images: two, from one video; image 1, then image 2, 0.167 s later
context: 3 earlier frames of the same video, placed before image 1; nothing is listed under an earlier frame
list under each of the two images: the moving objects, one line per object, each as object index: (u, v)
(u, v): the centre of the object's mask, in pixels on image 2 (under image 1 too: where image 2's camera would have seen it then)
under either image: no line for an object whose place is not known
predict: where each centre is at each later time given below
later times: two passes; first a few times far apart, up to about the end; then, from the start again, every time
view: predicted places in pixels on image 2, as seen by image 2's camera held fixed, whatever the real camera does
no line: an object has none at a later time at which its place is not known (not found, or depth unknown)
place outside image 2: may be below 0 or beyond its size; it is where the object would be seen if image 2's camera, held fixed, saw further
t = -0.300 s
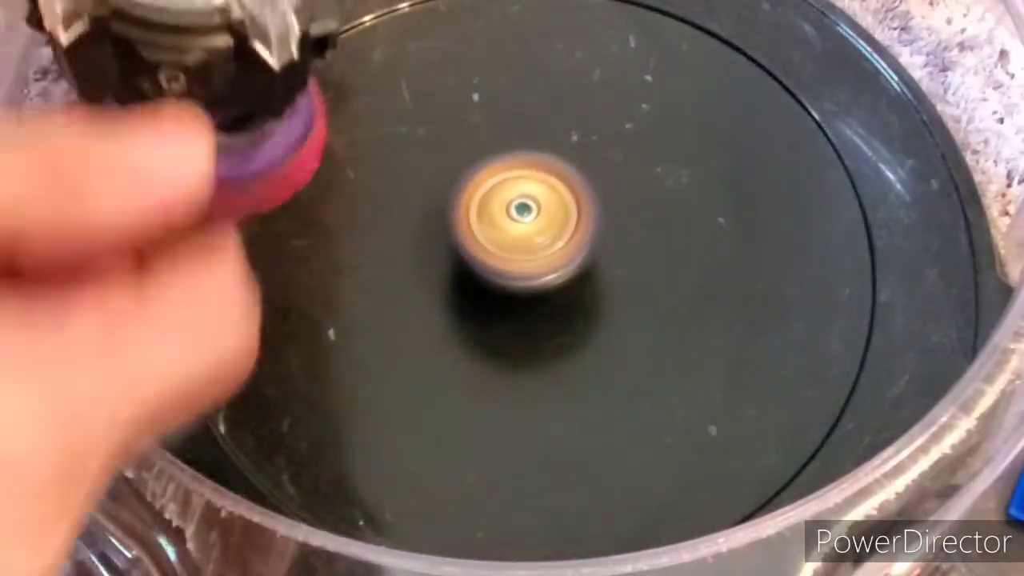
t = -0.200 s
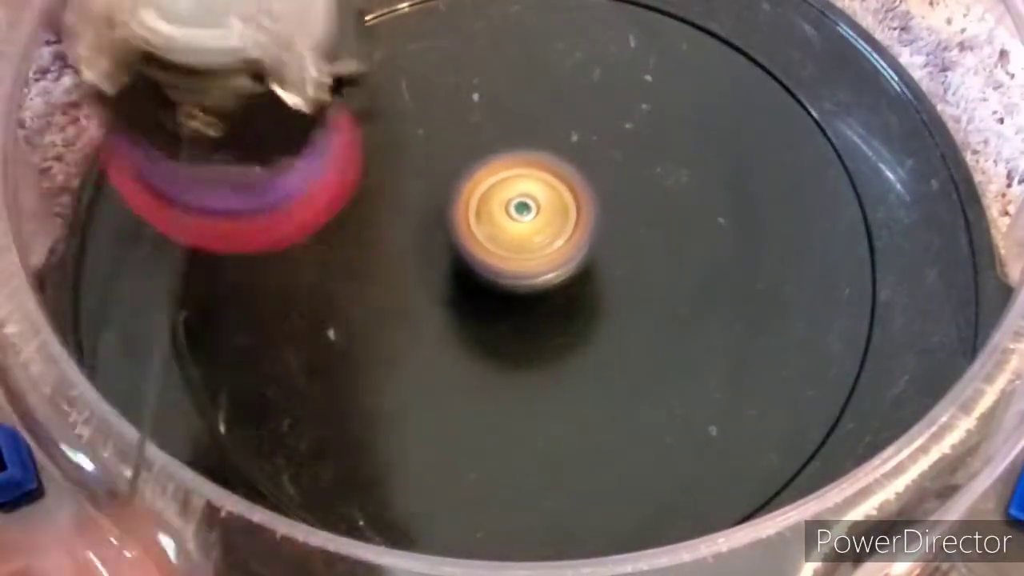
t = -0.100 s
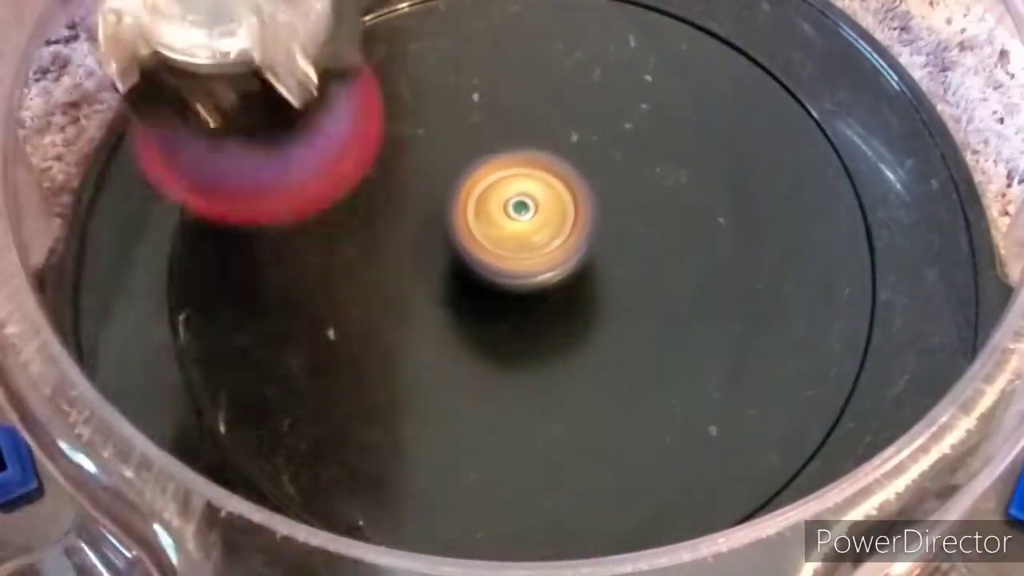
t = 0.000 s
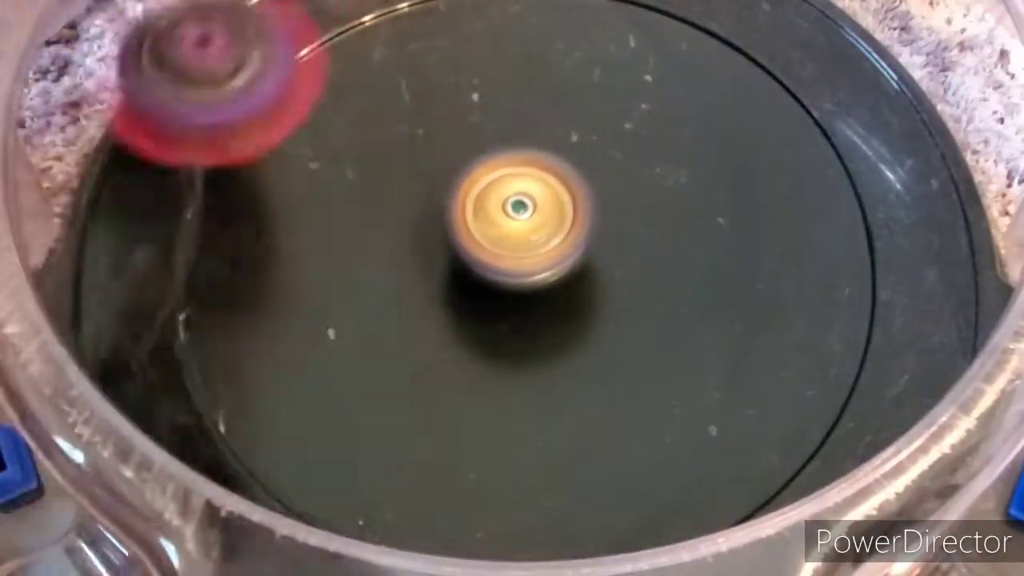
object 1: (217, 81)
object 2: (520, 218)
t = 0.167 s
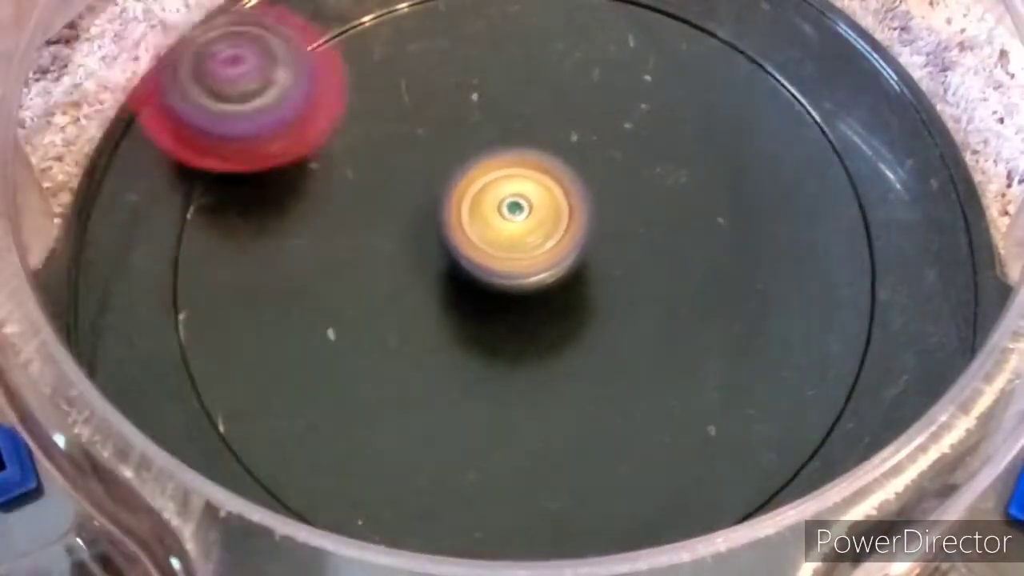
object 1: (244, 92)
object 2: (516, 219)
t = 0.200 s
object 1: (262, 97)
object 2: (515, 220)
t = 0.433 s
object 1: (444, 142)
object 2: (557, 298)
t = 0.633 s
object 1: (569, 152)
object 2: (571, 326)
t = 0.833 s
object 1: (576, 141)
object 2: (568, 294)
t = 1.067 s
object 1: (500, 123)
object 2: (543, 265)
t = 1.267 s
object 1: (534, 147)
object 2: (501, 298)
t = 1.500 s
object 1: (627, 192)
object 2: (471, 280)
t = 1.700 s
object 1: (647, 200)
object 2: (463, 226)
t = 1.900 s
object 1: (638, 211)
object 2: (457, 187)
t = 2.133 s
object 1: (628, 239)
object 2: (467, 167)
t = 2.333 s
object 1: (607, 268)
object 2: (474, 161)
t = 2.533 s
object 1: (580, 299)
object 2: (488, 161)
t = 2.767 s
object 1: (533, 331)
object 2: (510, 170)
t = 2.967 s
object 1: (489, 342)
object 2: (527, 184)
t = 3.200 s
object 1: (444, 324)
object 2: (556, 198)
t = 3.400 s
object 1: (418, 282)
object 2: (581, 209)
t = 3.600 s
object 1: (410, 235)
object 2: (589, 222)
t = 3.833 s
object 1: (406, 206)
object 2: (577, 233)
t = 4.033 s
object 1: (409, 193)
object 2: (573, 244)
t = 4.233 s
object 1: (420, 186)
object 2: (569, 259)
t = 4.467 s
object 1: (454, 158)
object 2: (561, 271)
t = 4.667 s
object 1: (478, 133)
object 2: (532, 270)
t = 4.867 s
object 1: (485, 128)
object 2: (517, 267)
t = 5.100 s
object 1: (483, 132)
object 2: (516, 269)
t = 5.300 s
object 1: (490, 140)
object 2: (523, 277)
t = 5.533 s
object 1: (520, 154)
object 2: (534, 298)
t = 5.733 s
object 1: (555, 159)
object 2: (523, 303)
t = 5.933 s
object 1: (563, 158)
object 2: (498, 295)
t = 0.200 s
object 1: (262, 97)
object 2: (515, 220)
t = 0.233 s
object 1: (288, 109)
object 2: (515, 220)
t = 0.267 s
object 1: (316, 126)
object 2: (515, 221)
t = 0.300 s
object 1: (348, 142)
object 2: (514, 221)
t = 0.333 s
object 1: (371, 151)
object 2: (520, 231)
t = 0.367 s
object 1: (396, 146)
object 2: (535, 260)
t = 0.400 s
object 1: (419, 142)
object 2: (547, 281)
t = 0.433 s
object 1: (444, 142)
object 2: (557, 298)
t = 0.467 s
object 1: (469, 144)
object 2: (564, 311)
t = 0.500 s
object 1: (493, 147)
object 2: (568, 319)
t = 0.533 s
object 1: (515, 150)
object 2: (570, 325)
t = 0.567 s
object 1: (535, 151)
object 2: (571, 327)
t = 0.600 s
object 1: (553, 152)
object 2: (571, 328)
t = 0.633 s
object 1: (569, 152)
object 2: (571, 326)
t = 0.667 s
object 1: (579, 151)
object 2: (571, 323)
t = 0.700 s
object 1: (584, 150)
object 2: (571, 319)
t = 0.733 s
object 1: (586, 148)
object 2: (571, 313)
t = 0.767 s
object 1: (586, 146)
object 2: (570, 307)
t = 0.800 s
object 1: (582, 144)
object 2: (570, 301)
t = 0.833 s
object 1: (576, 141)
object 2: (568, 294)
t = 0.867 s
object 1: (567, 137)
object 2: (567, 288)
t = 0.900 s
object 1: (559, 131)
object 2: (562, 284)
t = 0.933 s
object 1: (547, 126)
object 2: (558, 281)
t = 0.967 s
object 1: (534, 122)
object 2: (553, 277)
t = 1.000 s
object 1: (521, 120)
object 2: (550, 273)
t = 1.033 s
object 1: (509, 121)
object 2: (547, 267)
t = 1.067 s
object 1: (500, 123)
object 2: (543, 265)
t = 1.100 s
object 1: (498, 124)
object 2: (536, 269)
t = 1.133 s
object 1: (498, 125)
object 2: (530, 274)
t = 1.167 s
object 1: (502, 130)
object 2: (524, 277)
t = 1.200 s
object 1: (508, 136)
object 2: (517, 283)
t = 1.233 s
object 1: (520, 141)
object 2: (509, 292)
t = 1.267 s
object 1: (534, 147)
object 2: (501, 298)
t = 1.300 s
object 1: (549, 155)
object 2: (495, 302)
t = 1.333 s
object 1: (564, 163)
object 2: (488, 303)
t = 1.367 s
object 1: (579, 170)
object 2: (483, 301)
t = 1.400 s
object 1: (593, 177)
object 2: (479, 299)
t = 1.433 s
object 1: (606, 183)
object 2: (475, 294)
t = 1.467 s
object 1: (618, 188)
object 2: (473, 287)
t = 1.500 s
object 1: (627, 192)
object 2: (471, 280)
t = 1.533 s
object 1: (635, 194)
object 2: (472, 271)
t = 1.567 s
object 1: (640, 195)
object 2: (473, 262)
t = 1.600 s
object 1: (642, 196)
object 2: (474, 253)
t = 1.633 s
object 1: (643, 197)
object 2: (473, 243)
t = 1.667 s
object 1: (646, 198)
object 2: (468, 234)
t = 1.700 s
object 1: (647, 200)
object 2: (463, 226)
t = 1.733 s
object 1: (647, 201)
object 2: (461, 218)
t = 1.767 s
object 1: (646, 203)
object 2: (461, 212)
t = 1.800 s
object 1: (642, 204)
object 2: (462, 206)
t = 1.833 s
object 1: (641, 206)
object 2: (460, 199)
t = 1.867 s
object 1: (640, 208)
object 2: (457, 193)
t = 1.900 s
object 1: (638, 211)
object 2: (457, 187)
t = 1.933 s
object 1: (637, 215)
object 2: (457, 183)
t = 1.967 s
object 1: (634, 218)
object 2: (459, 179)
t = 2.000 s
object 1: (633, 222)
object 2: (461, 175)
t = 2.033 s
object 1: (633, 228)
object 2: (460, 171)
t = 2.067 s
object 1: (633, 232)
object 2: (461, 169)
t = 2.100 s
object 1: (631, 236)
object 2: (464, 168)
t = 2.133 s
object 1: (628, 239)
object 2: (467, 167)
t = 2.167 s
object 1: (626, 244)
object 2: (468, 165)
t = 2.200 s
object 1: (623, 248)
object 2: (468, 163)
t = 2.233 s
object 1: (620, 252)
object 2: (469, 162)
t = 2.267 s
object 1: (616, 257)
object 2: (471, 162)
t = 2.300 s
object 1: (611, 261)
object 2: (473, 162)
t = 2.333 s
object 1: (607, 268)
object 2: (474, 161)
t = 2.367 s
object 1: (603, 273)
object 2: (476, 159)
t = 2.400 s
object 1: (598, 278)
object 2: (477, 160)
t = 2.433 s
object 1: (593, 282)
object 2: (480, 161)
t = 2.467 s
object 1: (589, 288)
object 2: (483, 161)
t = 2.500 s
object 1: (585, 294)
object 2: (486, 161)
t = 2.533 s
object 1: (580, 299)
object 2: (488, 161)
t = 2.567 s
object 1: (575, 304)
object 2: (491, 162)
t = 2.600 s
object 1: (569, 309)
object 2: (494, 164)
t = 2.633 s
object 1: (562, 313)
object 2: (498, 165)
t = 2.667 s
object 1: (555, 317)
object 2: (500, 168)
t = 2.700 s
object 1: (548, 322)
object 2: (503, 169)
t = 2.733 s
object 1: (541, 327)
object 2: (507, 169)
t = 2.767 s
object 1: (533, 331)
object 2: (510, 170)
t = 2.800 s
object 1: (525, 333)
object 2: (513, 173)
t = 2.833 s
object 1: (518, 336)
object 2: (515, 176)
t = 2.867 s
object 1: (511, 338)
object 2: (516, 179)
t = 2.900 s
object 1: (503, 340)
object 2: (520, 181)
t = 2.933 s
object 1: (495, 342)
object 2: (523, 182)
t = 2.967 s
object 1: (489, 342)
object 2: (527, 184)
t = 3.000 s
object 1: (481, 341)
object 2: (530, 186)
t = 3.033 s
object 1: (475, 340)
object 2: (534, 189)
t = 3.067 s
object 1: (468, 338)
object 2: (538, 191)
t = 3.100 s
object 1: (461, 336)
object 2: (543, 192)
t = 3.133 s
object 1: (455, 333)
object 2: (547, 194)
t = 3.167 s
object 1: (449, 328)
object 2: (551, 196)
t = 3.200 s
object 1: (444, 324)
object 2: (556, 198)
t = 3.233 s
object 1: (438, 319)
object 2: (560, 200)
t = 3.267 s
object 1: (434, 313)
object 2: (564, 201)
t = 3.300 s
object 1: (429, 306)
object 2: (568, 203)
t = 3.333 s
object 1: (425, 299)
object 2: (573, 206)
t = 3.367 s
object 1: (421, 290)
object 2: (577, 207)
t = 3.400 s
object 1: (418, 282)
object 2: (581, 209)
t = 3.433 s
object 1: (417, 273)
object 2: (583, 211)
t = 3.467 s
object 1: (415, 264)
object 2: (585, 214)
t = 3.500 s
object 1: (414, 254)
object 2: (587, 216)
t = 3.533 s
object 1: (411, 246)
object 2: (590, 219)
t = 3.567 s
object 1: (410, 239)
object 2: (590, 220)
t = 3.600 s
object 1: (410, 235)
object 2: (589, 222)
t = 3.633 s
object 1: (409, 230)
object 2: (588, 224)
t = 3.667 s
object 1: (409, 224)
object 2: (587, 225)
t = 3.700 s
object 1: (408, 218)
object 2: (587, 228)
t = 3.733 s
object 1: (407, 213)
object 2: (586, 229)
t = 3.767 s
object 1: (407, 210)
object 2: (584, 231)
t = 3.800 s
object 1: (407, 208)
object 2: (581, 232)
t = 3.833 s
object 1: (406, 206)
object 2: (577, 233)
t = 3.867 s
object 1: (406, 203)
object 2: (576, 234)
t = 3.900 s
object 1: (406, 199)
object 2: (575, 237)
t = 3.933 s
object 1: (407, 197)
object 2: (575, 238)
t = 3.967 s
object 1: (408, 196)
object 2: (574, 240)
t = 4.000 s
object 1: (408, 195)
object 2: (573, 241)
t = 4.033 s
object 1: (409, 193)
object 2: (573, 244)
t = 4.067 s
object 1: (410, 192)
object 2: (573, 246)
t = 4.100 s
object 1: (412, 192)
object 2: (572, 249)
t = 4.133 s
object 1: (414, 191)
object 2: (572, 252)
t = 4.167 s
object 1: (415, 190)
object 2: (571, 255)
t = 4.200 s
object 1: (417, 188)
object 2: (570, 257)
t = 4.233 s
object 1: (420, 186)
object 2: (569, 259)
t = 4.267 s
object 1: (424, 184)
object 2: (568, 261)
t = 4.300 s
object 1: (428, 181)
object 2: (568, 263)
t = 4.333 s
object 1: (433, 178)
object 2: (567, 265)
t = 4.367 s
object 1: (438, 174)
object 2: (566, 267)
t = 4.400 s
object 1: (443, 168)
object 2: (565, 270)
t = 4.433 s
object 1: (449, 163)
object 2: (564, 272)
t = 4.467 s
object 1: (454, 158)
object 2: (561, 271)
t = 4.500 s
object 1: (457, 154)
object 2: (557, 270)
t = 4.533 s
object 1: (460, 149)
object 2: (552, 268)
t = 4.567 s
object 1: (464, 145)
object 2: (547, 269)
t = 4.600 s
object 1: (469, 140)
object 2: (542, 270)
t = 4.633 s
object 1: (475, 137)
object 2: (538, 270)
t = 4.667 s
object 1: (478, 133)
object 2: (532, 270)
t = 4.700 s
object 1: (479, 131)
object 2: (527, 267)
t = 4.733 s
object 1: (481, 129)
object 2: (523, 264)
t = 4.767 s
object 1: (482, 128)
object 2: (521, 265)
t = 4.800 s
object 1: (483, 127)
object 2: (520, 267)
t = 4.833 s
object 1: (484, 128)
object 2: (518, 267)
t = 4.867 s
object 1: (485, 128)
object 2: (517, 267)
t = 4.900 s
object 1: (485, 128)
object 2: (517, 267)
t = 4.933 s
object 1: (484, 130)
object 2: (516, 269)
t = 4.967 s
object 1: (484, 130)
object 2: (516, 269)
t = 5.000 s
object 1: (484, 131)
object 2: (516, 269)
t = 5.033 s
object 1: (484, 131)
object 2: (516, 269)
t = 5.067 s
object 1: (483, 131)
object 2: (516, 269)
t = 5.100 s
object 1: (483, 132)
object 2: (516, 269)
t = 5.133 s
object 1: (483, 133)
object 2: (516, 270)
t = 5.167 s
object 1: (484, 133)
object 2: (518, 270)
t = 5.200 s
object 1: (484, 134)
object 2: (519, 270)
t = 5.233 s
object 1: (485, 135)
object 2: (521, 272)
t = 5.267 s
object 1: (487, 137)
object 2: (522, 275)
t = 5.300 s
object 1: (490, 140)
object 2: (523, 277)
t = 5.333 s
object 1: (493, 142)
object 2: (524, 279)
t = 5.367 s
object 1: (496, 144)
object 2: (526, 283)
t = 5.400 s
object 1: (500, 147)
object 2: (528, 286)
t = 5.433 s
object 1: (505, 148)
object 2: (530, 288)
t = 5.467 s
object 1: (509, 150)
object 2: (532, 291)
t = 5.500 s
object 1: (514, 152)
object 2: (533, 294)
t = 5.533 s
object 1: (520, 154)
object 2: (534, 298)
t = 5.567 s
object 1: (526, 156)
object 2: (534, 300)
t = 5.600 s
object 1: (533, 157)
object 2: (533, 301)
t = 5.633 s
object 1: (540, 157)
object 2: (533, 299)
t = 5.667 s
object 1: (546, 158)
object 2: (531, 297)
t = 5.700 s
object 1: (552, 157)
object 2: (528, 300)
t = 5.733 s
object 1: (555, 159)
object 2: (523, 303)
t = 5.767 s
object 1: (558, 159)
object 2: (519, 303)
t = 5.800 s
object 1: (561, 160)
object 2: (516, 301)
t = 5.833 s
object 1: (562, 160)
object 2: (513, 297)
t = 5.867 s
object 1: (562, 160)
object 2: (510, 292)
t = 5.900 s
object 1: (563, 159)
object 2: (505, 291)
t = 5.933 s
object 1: (563, 158)
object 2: (498, 295)
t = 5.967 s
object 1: (564, 159)
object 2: (493, 296)
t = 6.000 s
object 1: (565, 161)
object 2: (489, 296)
